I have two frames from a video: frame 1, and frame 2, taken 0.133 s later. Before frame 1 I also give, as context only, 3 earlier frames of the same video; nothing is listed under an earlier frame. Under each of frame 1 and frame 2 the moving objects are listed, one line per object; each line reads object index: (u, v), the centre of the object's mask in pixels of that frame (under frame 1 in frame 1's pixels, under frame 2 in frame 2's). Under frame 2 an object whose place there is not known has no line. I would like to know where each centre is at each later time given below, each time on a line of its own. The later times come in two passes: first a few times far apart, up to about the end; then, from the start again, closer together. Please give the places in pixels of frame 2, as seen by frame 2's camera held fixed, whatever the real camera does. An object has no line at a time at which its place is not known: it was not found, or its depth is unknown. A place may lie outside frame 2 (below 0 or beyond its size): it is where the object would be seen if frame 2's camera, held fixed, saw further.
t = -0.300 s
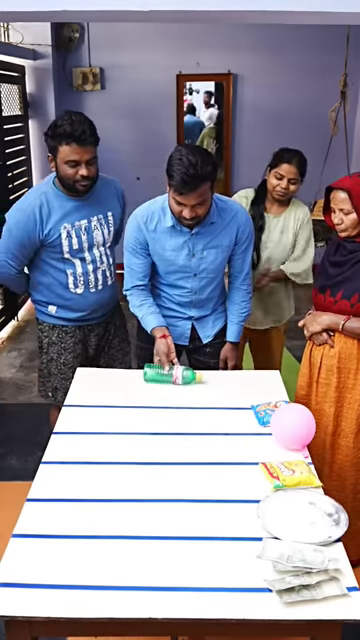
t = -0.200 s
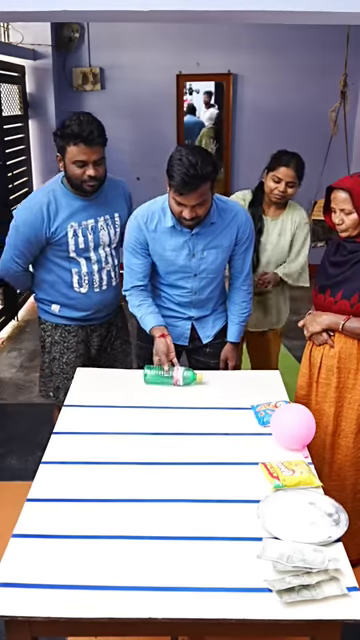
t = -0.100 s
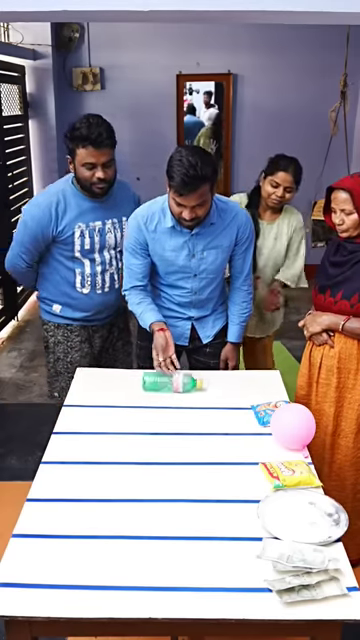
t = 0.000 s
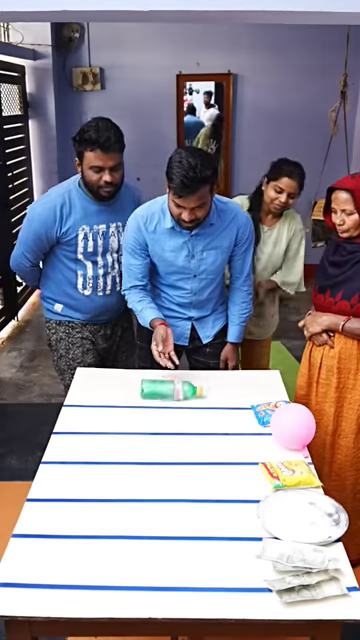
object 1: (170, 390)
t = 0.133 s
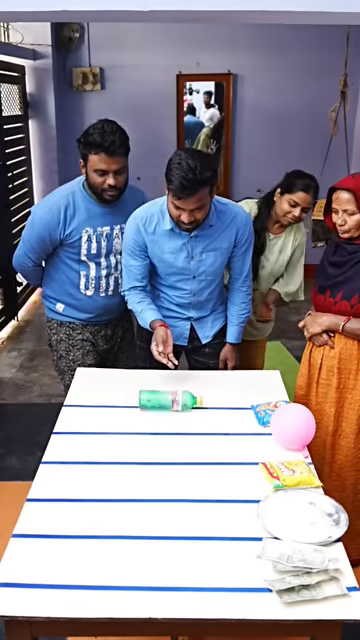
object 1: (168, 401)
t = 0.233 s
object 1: (168, 412)
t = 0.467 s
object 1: (166, 428)
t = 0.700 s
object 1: (166, 447)
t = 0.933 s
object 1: (165, 464)
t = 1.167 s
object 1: (164, 480)
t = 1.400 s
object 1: (163, 496)
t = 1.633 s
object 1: (163, 508)
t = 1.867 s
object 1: (166, 521)
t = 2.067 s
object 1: (162, 528)
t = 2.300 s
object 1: (165, 543)
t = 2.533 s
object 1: (161, 547)
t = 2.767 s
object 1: (161, 551)
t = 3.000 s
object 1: (161, 552)
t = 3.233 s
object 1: (161, 551)
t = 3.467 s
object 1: (162, 548)
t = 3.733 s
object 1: (163, 548)
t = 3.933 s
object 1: (164, 543)
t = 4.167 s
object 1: (164, 538)
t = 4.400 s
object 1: (164, 534)
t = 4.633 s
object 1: (164, 532)
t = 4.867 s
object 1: (164, 528)
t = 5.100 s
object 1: (164, 526)
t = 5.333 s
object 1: (165, 524)
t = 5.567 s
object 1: (165, 523)
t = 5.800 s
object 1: (164, 525)
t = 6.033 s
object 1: (163, 525)
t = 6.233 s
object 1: (164, 525)
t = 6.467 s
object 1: (165, 524)
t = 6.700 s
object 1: (164, 525)
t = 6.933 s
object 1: (164, 525)
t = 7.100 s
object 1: (164, 525)
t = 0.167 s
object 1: (168, 404)
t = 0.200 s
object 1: (168, 409)
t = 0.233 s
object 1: (168, 412)
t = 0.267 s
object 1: (168, 415)
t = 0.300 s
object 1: (167, 417)
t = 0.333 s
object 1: (168, 419)
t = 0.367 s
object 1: (167, 421)
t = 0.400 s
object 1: (167, 423)
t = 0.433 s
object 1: (167, 426)
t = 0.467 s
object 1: (166, 428)
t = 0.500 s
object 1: (167, 433)
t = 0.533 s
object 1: (167, 436)
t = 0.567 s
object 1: (167, 438)
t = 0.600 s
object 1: (167, 441)
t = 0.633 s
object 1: (167, 443)
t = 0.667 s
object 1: (167, 444)
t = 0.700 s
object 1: (166, 447)
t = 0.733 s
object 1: (166, 449)
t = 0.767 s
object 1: (166, 451)
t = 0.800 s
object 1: (165, 455)
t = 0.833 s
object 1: (164, 457)
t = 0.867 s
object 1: (165, 460)
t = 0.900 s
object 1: (165, 462)
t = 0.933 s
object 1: (165, 464)
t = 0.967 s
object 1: (165, 465)
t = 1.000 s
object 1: (165, 467)
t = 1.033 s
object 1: (165, 469)
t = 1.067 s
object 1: (164, 472)
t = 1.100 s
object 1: (165, 476)
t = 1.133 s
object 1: (164, 478)
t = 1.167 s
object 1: (164, 480)
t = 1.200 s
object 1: (164, 482)
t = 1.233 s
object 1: (164, 483)
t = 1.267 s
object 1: (163, 485)
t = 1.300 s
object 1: (164, 488)
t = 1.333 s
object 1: (164, 490)
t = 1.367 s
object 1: (163, 493)
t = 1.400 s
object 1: (163, 496)
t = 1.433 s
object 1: (166, 502)
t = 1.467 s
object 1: (166, 504)
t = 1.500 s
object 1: (166, 505)
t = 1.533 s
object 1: (166, 506)
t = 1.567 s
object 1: (166, 507)
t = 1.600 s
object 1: (166, 508)
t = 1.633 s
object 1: (163, 508)
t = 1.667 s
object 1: (163, 510)
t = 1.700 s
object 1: (163, 512)
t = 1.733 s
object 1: (163, 513)
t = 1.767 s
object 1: (163, 514)
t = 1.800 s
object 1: (163, 514)
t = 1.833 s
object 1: (163, 515)
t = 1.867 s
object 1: (166, 521)
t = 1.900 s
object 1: (164, 525)
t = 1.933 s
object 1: (162, 522)
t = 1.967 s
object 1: (162, 524)
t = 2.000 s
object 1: (162, 526)
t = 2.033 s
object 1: (162, 527)
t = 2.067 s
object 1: (162, 528)
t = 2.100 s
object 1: (161, 529)
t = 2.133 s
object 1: (161, 530)
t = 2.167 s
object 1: (161, 532)
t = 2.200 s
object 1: (165, 540)
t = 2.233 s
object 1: (165, 541)
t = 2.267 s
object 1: (165, 542)
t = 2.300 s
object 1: (165, 543)
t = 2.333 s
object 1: (165, 543)
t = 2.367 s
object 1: (165, 544)
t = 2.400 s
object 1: (164, 545)
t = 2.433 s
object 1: (163, 546)
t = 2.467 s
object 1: (161, 544)
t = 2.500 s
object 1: (161, 546)
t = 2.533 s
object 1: (161, 547)
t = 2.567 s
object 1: (161, 547)
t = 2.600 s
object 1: (161, 547)
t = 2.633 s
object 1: (161, 548)
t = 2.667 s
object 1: (161, 549)
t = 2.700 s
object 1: (161, 550)
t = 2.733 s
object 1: (161, 551)
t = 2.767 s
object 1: (161, 551)
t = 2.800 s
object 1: (161, 552)
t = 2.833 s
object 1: (161, 552)
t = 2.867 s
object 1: (161, 551)
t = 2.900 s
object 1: (161, 551)
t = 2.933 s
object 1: (161, 551)
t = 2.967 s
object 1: (161, 552)
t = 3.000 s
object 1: (161, 552)
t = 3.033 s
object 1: (161, 552)
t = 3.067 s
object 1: (161, 552)
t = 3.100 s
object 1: (161, 552)
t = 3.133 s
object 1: (161, 551)
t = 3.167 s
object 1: (161, 551)
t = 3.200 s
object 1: (161, 551)
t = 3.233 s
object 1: (161, 551)
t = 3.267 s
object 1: (161, 551)
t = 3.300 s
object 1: (161, 551)
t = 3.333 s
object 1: (161, 551)
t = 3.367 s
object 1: (161, 550)
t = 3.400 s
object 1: (161, 549)
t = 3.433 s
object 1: (161, 549)
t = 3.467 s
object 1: (162, 548)
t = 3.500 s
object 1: (161, 548)
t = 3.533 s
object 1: (161, 548)
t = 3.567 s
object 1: (161, 548)
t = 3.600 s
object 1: (162, 547)
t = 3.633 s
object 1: (163, 550)
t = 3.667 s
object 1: (163, 549)
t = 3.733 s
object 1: (163, 548)
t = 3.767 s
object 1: (163, 547)
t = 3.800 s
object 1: (163, 546)
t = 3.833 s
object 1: (163, 545)
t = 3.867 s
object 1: (163, 545)
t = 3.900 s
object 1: (164, 543)
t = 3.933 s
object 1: (164, 543)
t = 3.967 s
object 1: (165, 542)
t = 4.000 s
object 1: (165, 541)
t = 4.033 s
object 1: (164, 540)
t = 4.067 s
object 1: (164, 540)
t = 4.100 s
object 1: (164, 539)
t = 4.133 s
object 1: (164, 538)
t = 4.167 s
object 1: (164, 538)
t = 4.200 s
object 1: (164, 536)
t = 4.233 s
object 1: (164, 536)
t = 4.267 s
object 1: (164, 535)
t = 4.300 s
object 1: (164, 535)
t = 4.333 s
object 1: (164, 535)
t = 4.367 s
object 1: (164, 535)
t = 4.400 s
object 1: (164, 534)
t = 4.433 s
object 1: (164, 533)
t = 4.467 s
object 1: (164, 533)
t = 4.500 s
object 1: (164, 532)
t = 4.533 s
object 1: (164, 532)
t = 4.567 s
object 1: (164, 532)
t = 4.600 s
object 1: (164, 532)
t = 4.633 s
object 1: (164, 532)
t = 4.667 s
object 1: (164, 532)
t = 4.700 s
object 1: (165, 529)
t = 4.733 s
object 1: (164, 529)
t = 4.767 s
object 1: (165, 529)
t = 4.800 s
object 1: (165, 528)
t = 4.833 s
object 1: (164, 528)
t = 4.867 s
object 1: (164, 528)
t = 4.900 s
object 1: (163, 528)
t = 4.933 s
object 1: (164, 527)
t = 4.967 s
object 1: (164, 527)
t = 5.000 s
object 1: (164, 526)
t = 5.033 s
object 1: (164, 526)
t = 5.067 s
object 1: (163, 526)
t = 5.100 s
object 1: (164, 526)
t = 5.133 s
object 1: (164, 526)
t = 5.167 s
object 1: (164, 525)
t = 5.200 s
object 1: (164, 525)
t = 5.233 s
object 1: (165, 524)
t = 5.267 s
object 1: (165, 524)
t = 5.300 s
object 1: (165, 524)
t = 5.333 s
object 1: (165, 524)
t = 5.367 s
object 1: (165, 524)
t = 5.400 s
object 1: (165, 524)
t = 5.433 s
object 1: (165, 524)
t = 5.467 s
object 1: (165, 523)
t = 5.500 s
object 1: (165, 523)
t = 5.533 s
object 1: (165, 523)
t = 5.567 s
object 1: (165, 523)
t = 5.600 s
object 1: (165, 524)
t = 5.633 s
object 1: (165, 524)
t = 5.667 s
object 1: (164, 524)
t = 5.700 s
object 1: (164, 524)
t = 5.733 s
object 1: (164, 524)
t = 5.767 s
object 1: (164, 524)
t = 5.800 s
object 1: (164, 525)
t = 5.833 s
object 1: (163, 525)
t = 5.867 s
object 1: (163, 525)
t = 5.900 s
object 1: (163, 525)
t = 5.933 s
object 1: (163, 525)
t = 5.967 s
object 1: (163, 525)
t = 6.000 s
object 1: (163, 525)
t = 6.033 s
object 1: (163, 525)
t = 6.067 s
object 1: (163, 525)
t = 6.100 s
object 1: (164, 525)
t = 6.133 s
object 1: (163, 525)
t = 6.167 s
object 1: (163, 525)
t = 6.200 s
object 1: (164, 525)
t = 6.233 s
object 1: (164, 525)
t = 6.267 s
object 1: (164, 525)
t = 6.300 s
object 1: (164, 525)
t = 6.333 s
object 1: (164, 525)
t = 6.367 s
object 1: (164, 525)
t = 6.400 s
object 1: (164, 525)
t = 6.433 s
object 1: (164, 524)
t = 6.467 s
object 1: (165, 524)
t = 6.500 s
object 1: (165, 524)
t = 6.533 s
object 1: (164, 524)
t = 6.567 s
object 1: (164, 524)
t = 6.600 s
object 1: (164, 524)
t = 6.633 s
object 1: (164, 524)
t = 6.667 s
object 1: (164, 525)
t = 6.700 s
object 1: (164, 525)
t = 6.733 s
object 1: (164, 525)
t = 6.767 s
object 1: (164, 525)
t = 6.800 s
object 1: (164, 525)
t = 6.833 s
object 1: (164, 525)
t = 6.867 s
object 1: (164, 525)
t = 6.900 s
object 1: (164, 525)
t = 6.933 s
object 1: (164, 525)
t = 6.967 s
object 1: (164, 525)
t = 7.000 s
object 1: (164, 525)
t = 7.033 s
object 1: (164, 525)
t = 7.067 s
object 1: (164, 525)
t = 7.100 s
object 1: (164, 525)
